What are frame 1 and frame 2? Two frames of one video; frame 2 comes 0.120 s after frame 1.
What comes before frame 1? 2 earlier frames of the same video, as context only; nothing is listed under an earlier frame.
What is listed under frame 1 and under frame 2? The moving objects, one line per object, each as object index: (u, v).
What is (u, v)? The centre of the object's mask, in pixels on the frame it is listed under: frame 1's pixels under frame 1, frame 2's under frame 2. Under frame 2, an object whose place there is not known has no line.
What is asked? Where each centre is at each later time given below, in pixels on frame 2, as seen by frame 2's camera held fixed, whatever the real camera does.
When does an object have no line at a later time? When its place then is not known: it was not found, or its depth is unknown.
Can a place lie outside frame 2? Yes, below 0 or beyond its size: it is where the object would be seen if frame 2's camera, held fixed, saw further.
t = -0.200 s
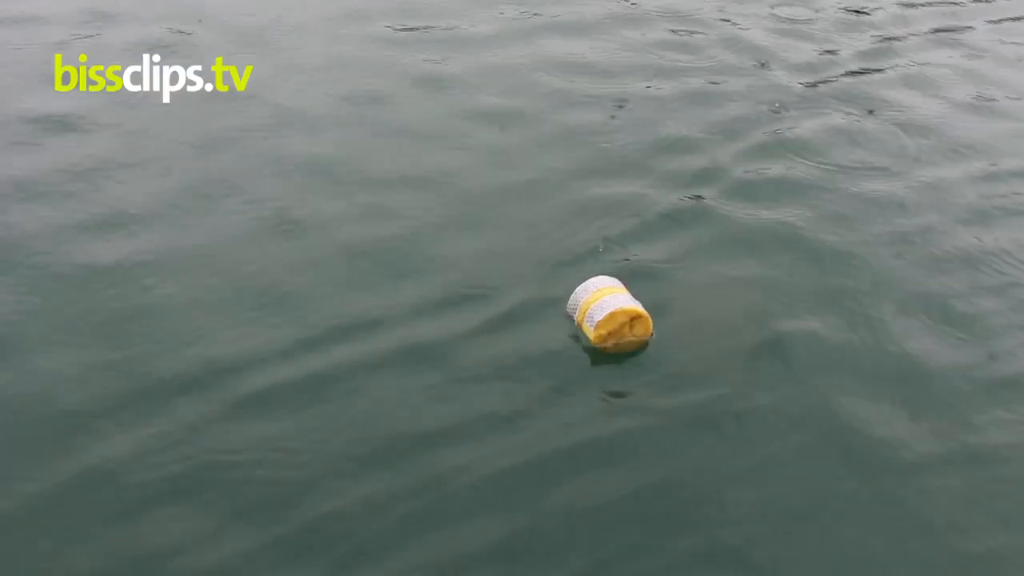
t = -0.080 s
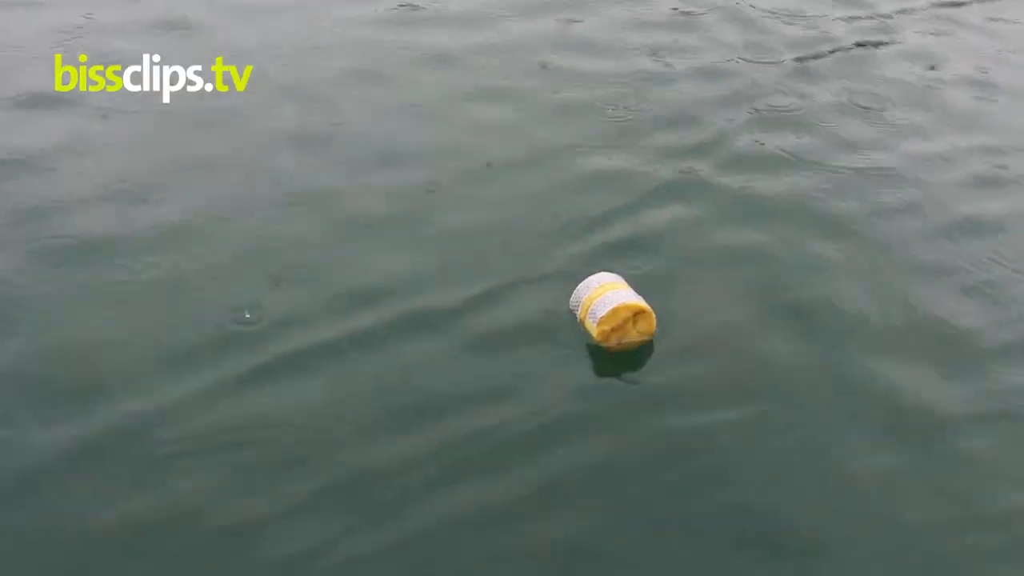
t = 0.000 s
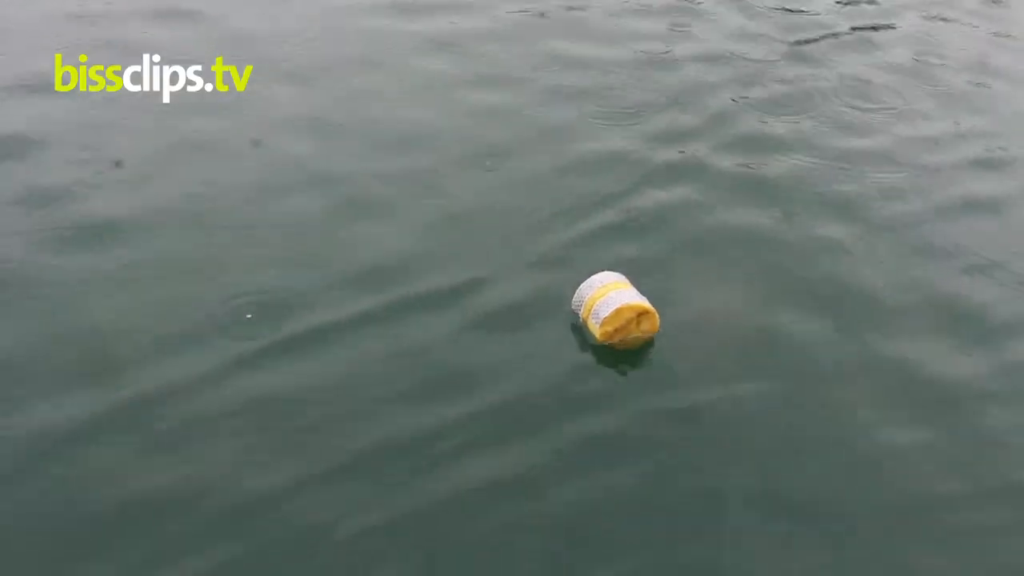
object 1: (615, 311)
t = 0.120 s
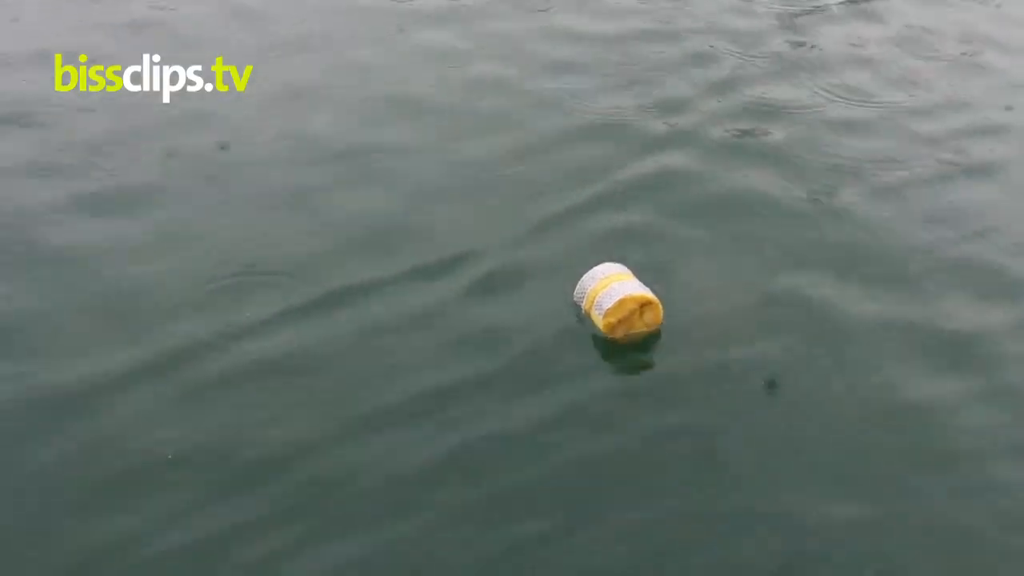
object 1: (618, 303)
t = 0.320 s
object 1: (620, 289)
